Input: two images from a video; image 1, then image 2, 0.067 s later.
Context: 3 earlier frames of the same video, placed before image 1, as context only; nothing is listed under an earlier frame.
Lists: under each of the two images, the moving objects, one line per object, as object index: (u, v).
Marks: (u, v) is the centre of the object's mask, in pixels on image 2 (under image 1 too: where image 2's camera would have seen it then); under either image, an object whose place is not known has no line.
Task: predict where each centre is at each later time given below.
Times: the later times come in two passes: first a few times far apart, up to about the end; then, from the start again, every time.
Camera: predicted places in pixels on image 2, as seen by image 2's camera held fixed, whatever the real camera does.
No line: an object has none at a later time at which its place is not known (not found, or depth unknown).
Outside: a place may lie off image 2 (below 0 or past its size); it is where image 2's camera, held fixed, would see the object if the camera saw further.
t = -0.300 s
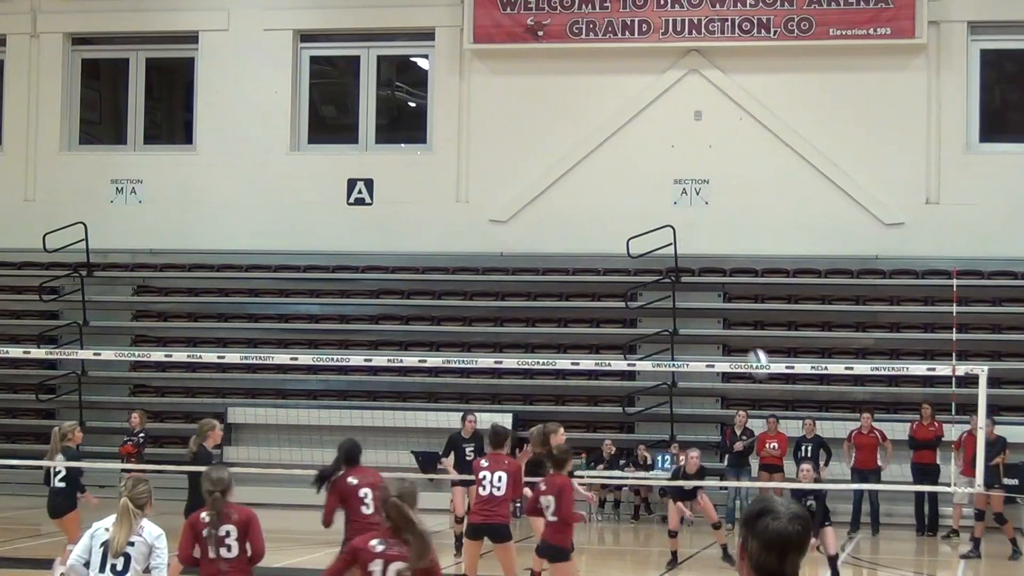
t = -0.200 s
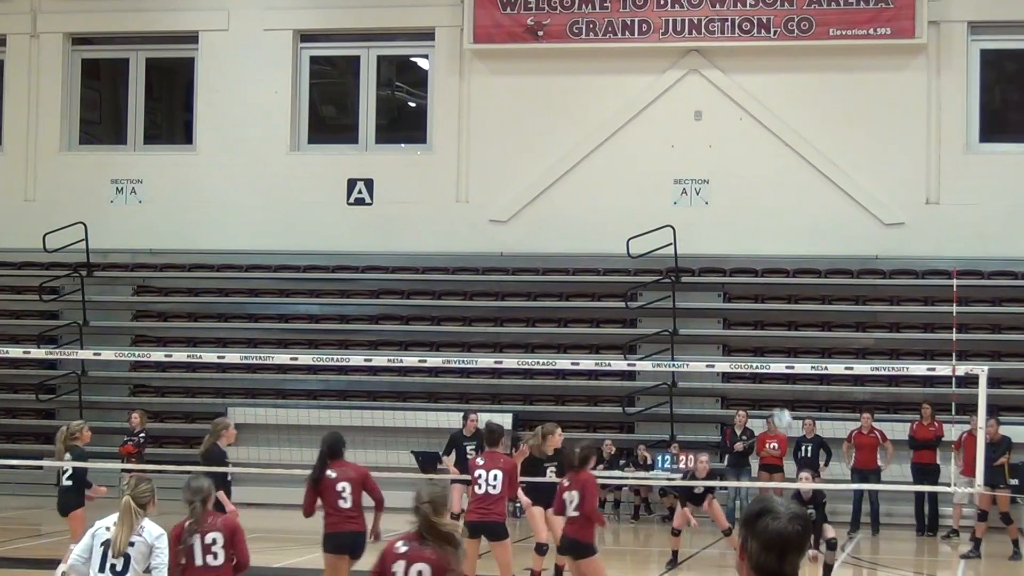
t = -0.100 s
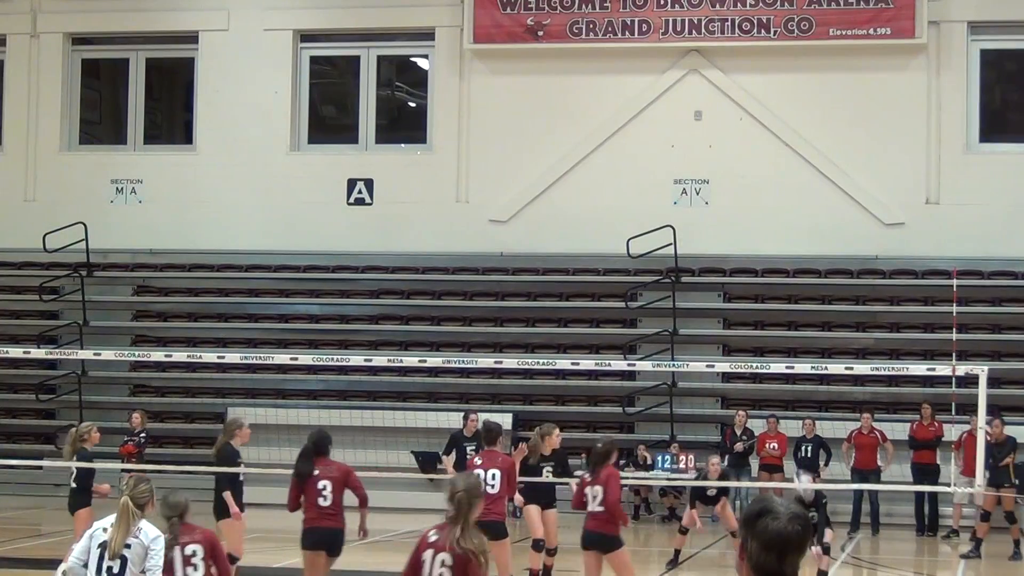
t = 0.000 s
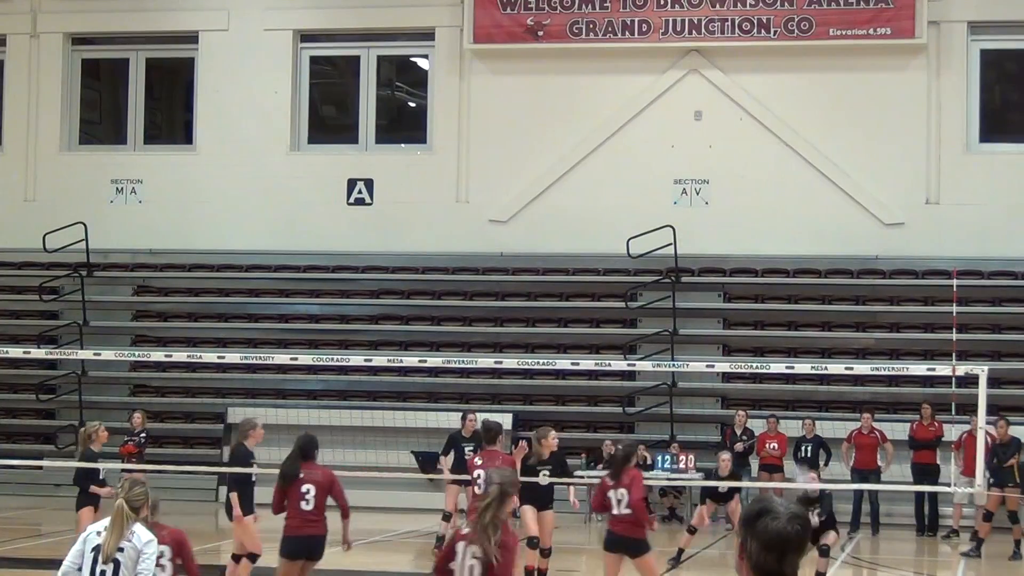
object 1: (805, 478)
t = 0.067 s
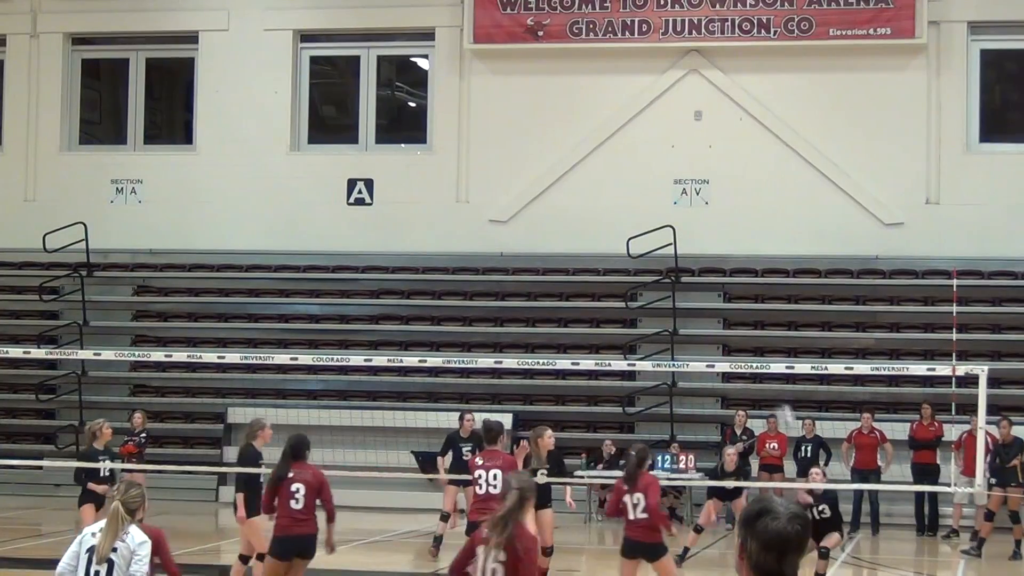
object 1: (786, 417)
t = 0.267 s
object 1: (736, 265)
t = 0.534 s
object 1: (669, 120)
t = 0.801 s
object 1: (601, 43)
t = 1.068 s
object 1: (534, 39)
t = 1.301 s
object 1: (472, 93)
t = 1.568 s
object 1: (401, 221)
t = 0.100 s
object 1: (777, 391)
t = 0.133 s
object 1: (768, 357)
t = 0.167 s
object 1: (761, 338)
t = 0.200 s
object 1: (752, 312)
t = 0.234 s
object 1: (744, 288)
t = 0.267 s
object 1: (736, 265)
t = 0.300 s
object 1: (727, 243)
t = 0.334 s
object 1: (718, 221)
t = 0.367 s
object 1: (710, 202)
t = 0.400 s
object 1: (703, 185)
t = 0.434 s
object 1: (694, 166)
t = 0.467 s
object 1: (684, 148)
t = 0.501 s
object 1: (676, 134)
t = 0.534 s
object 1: (669, 120)
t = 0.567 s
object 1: (659, 106)
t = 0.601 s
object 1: (651, 95)
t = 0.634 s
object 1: (644, 82)
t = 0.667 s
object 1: (635, 73)
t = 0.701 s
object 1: (626, 64)
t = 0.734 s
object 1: (618, 57)
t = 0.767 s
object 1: (610, 49)
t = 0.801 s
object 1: (601, 43)
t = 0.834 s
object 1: (593, 39)
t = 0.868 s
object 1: (584, 36)
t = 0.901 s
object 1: (576, 34)
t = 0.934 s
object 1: (568, 33)
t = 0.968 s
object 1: (559, 33)
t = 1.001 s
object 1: (550, 34)
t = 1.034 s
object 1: (542, 36)
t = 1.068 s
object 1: (534, 39)
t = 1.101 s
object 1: (524, 43)
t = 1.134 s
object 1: (516, 48)
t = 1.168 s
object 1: (507, 56)
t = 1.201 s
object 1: (498, 63)
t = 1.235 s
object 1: (489, 72)
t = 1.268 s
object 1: (482, 82)
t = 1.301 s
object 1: (472, 93)
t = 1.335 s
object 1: (464, 105)
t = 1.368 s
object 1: (454, 118)
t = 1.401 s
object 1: (446, 132)
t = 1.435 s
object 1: (437, 148)
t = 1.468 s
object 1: (428, 164)
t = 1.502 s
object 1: (421, 181)
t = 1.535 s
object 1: (411, 201)
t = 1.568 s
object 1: (401, 221)
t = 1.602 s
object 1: (393, 241)
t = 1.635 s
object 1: (383, 263)
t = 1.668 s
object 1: (375, 286)
